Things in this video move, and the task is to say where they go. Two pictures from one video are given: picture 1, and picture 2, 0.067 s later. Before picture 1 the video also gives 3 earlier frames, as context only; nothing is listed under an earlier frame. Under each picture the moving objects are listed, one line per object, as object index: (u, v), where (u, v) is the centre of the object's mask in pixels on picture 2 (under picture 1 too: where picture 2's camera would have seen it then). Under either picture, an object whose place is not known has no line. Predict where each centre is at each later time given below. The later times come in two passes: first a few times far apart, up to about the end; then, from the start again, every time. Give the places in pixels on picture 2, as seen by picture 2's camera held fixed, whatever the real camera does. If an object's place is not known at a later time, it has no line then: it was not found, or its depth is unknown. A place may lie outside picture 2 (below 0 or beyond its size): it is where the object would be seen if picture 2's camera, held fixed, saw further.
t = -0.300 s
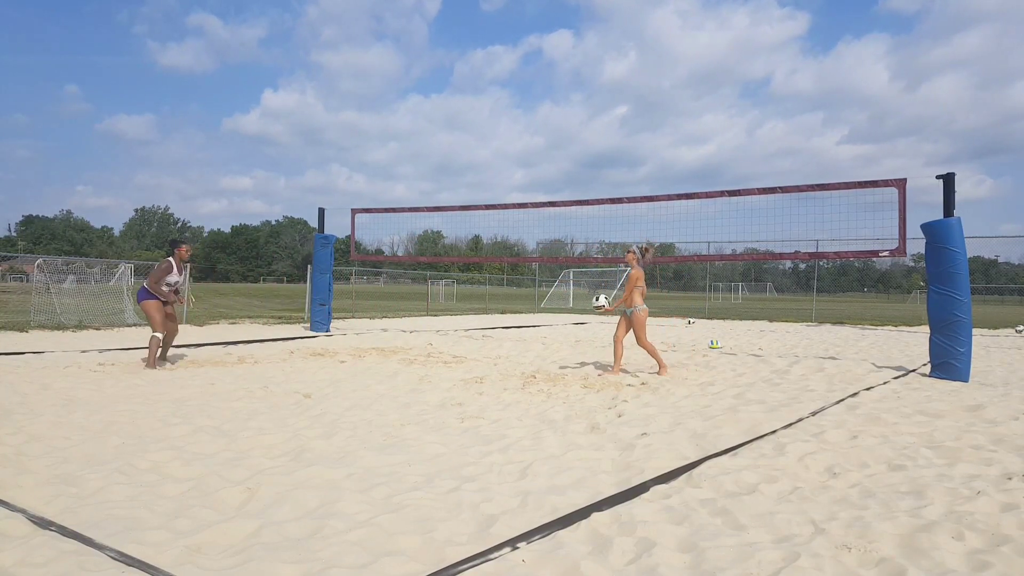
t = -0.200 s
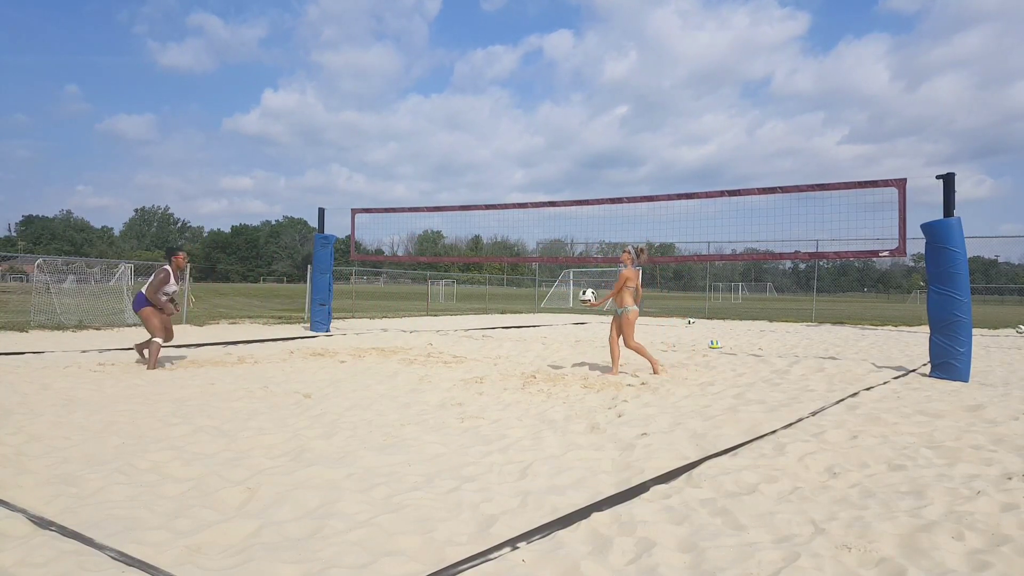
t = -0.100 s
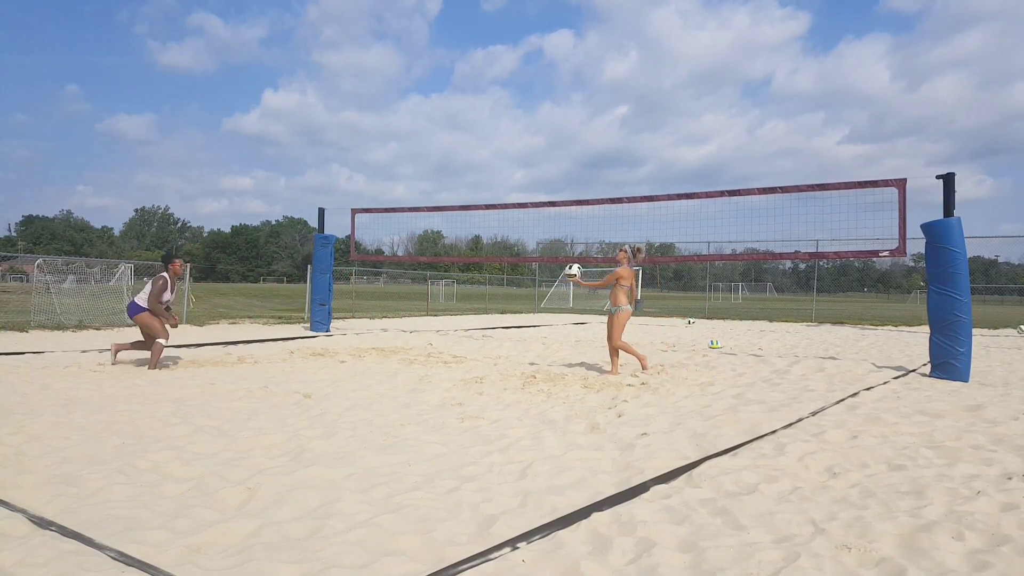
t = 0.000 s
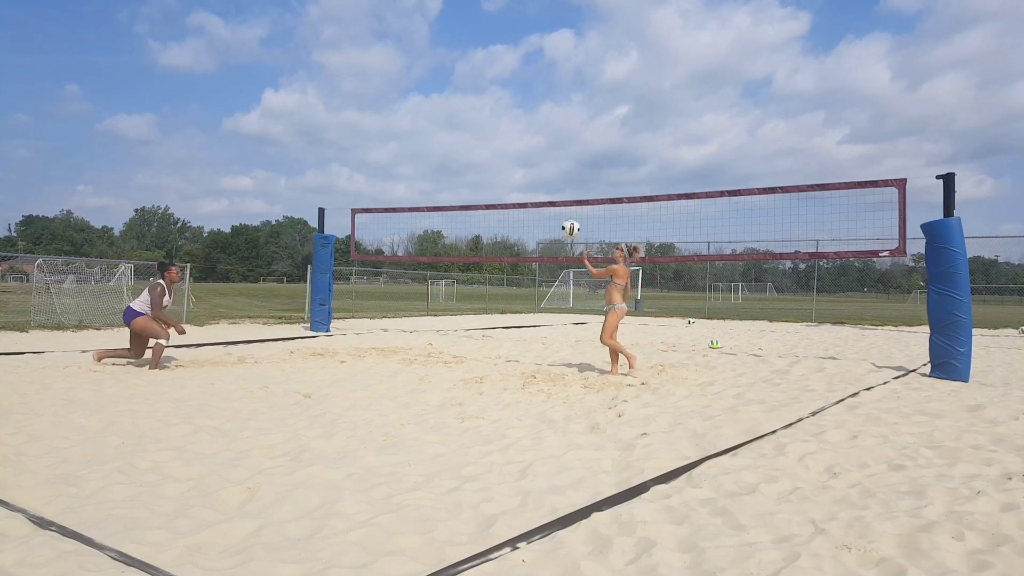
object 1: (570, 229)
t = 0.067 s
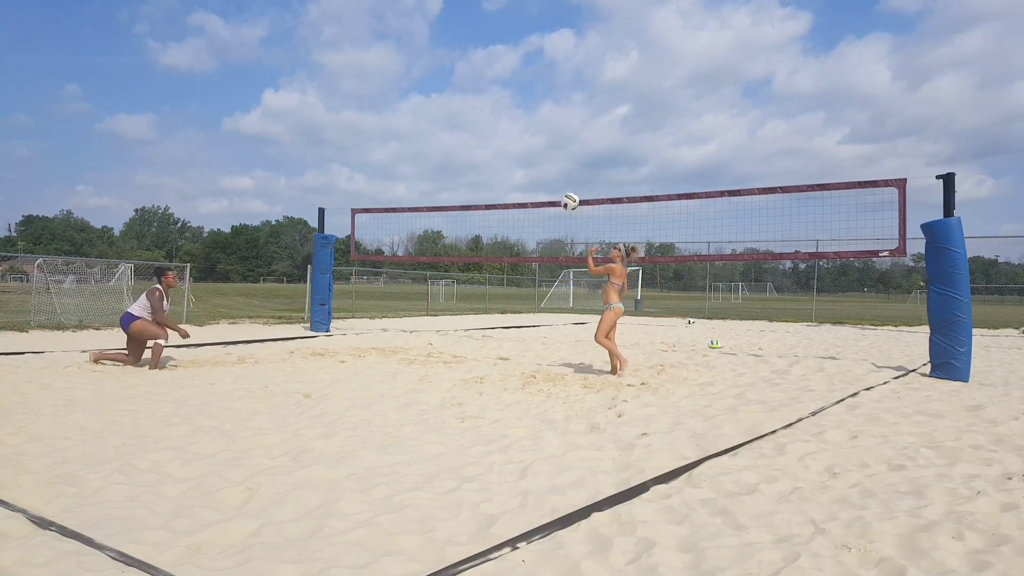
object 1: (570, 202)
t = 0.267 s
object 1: (569, 142)
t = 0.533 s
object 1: (566, 111)
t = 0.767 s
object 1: (563, 134)
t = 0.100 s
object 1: (570, 189)
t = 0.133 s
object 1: (570, 178)
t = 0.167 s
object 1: (570, 168)
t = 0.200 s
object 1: (569, 158)
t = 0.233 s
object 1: (569, 149)
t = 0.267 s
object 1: (569, 142)
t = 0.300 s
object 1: (568, 134)
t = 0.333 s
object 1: (568, 128)
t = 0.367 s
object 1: (568, 123)
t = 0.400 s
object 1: (567, 119)
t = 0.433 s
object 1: (567, 116)
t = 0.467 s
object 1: (567, 113)
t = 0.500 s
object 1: (566, 112)
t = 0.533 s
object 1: (566, 111)
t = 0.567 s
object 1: (566, 111)
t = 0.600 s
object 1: (565, 113)
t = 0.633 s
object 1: (565, 115)
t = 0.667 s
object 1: (564, 118)
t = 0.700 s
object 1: (564, 123)
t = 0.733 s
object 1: (564, 128)
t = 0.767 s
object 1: (563, 134)
